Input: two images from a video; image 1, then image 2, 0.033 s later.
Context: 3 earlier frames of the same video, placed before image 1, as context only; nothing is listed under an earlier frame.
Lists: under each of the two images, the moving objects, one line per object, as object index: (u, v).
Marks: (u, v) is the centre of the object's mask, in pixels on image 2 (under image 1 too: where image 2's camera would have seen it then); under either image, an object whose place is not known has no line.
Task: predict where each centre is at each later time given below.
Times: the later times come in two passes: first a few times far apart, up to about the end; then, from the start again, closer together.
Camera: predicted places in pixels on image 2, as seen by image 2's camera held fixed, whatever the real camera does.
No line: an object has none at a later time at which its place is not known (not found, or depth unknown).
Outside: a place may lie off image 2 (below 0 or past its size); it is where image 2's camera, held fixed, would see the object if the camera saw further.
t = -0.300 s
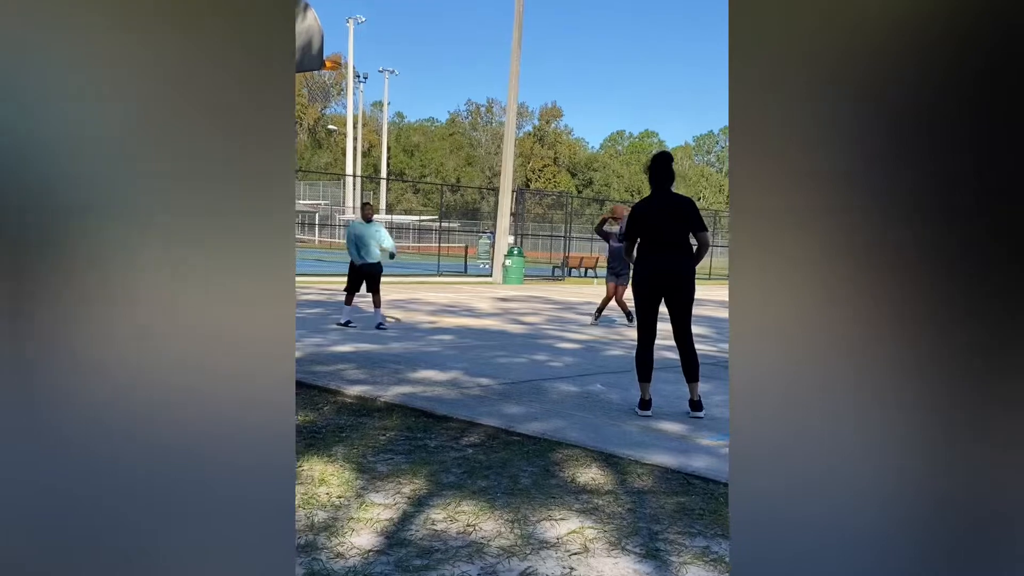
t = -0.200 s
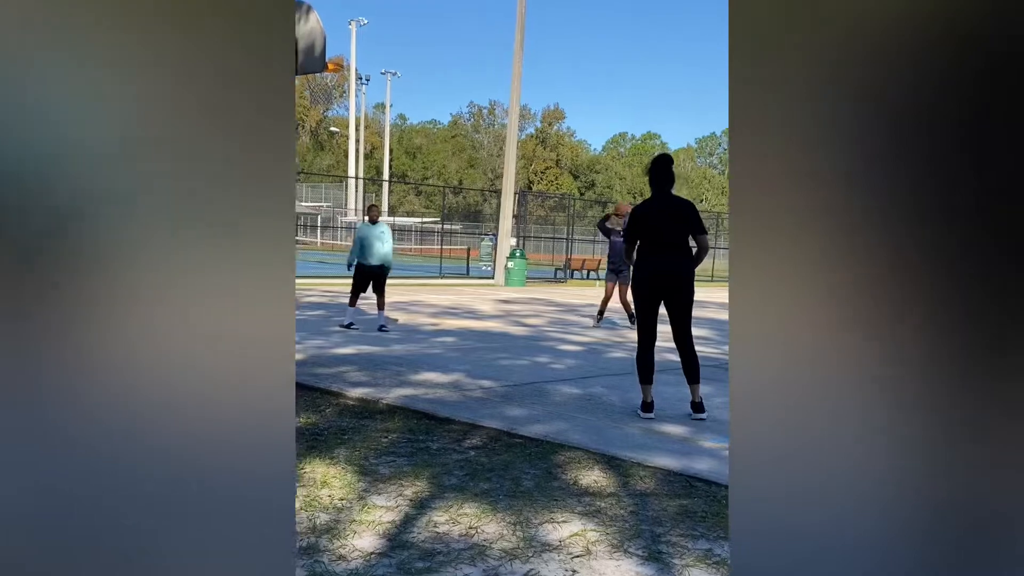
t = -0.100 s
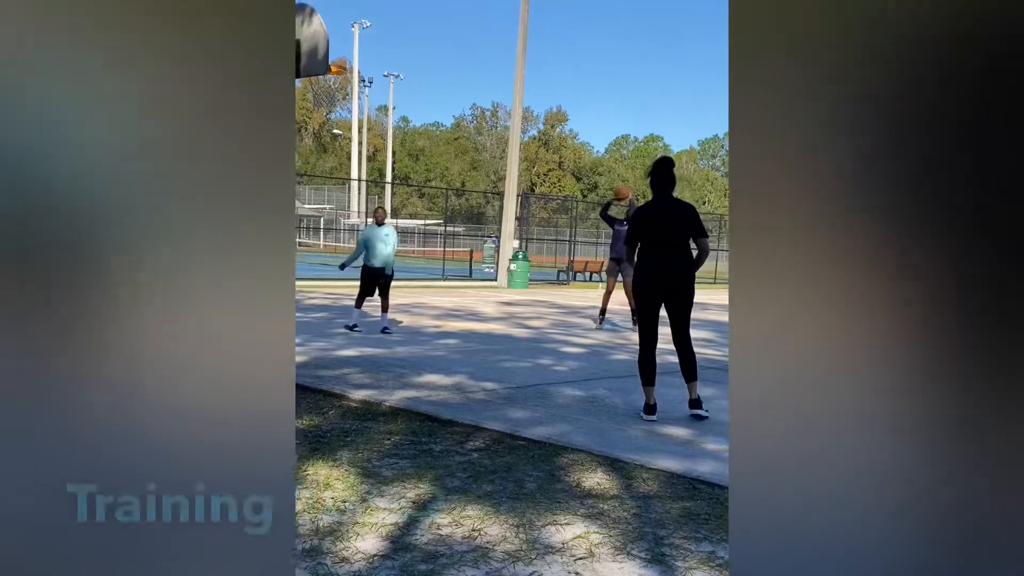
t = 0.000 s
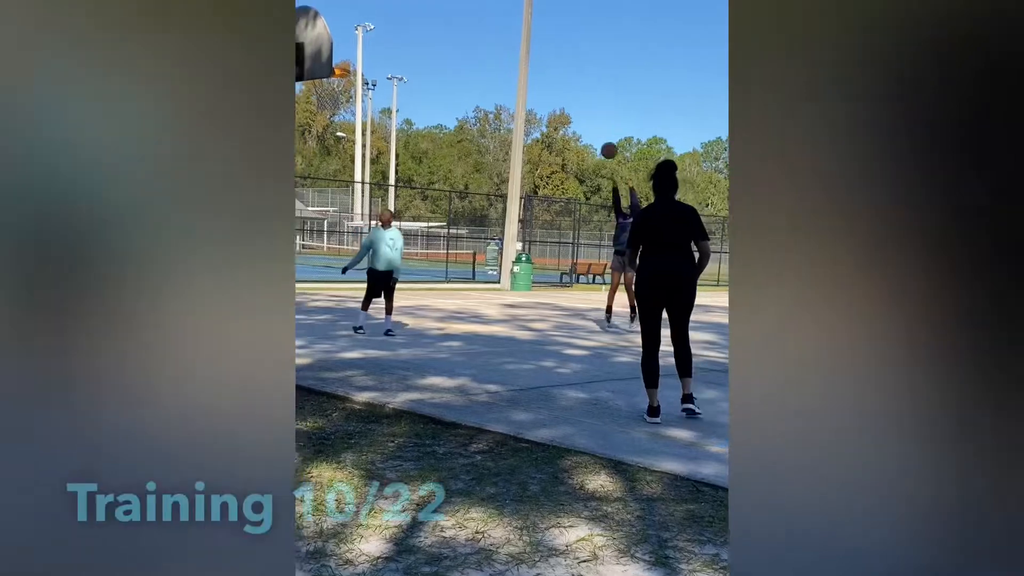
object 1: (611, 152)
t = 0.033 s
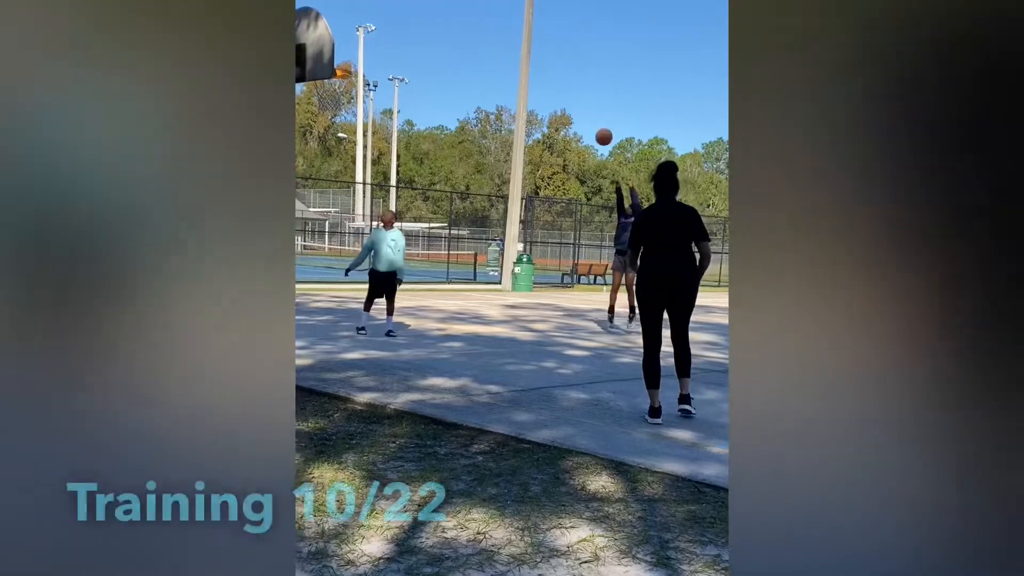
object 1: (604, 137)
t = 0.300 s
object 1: (547, 45)
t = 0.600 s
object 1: (473, -2)
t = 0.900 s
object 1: (385, 23)
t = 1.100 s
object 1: (333, 51)
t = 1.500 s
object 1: (335, 21)
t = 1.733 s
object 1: (360, 70)
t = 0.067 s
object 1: (597, 123)
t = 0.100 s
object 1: (590, 109)
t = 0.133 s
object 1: (583, 97)
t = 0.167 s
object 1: (576, 85)
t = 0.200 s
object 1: (569, 73)
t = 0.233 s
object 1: (562, 63)
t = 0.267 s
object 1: (554, 54)
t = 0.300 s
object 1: (547, 45)
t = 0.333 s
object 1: (539, 36)
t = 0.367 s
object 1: (531, 29)
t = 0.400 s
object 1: (523, 22)
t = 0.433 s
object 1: (515, 17)
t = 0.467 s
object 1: (507, 11)
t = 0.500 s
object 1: (499, 7)
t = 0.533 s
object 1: (491, 3)
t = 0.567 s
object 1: (481, 0)
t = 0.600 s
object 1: (473, -2)
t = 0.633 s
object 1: (463, -2)
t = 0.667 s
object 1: (454, -3)
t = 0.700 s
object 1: (445, -2)
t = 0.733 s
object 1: (435, 0)
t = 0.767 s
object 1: (424, 3)
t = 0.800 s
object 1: (415, 6)
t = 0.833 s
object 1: (405, 11)
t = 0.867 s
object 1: (395, 16)
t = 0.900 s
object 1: (385, 23)
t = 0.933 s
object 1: (374, 30)
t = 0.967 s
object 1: (365, 39)
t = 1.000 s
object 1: (351, 48)
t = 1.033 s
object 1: (341, 59)
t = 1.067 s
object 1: (337, 59)
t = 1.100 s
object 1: (333, 51)
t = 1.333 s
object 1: (319, 10)
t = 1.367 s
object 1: (322, 11)
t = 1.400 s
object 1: (325, 13)
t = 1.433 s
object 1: (328, 15)
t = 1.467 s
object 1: (332, 18)
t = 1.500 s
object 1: (335, 21)
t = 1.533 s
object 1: (338, 26)
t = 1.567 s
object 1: (342, 31)
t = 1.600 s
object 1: (346, 37)
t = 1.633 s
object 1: (350, 44)
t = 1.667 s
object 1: (353, 52)
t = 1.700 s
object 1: (357, 61)
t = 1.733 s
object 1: (360, 70)
